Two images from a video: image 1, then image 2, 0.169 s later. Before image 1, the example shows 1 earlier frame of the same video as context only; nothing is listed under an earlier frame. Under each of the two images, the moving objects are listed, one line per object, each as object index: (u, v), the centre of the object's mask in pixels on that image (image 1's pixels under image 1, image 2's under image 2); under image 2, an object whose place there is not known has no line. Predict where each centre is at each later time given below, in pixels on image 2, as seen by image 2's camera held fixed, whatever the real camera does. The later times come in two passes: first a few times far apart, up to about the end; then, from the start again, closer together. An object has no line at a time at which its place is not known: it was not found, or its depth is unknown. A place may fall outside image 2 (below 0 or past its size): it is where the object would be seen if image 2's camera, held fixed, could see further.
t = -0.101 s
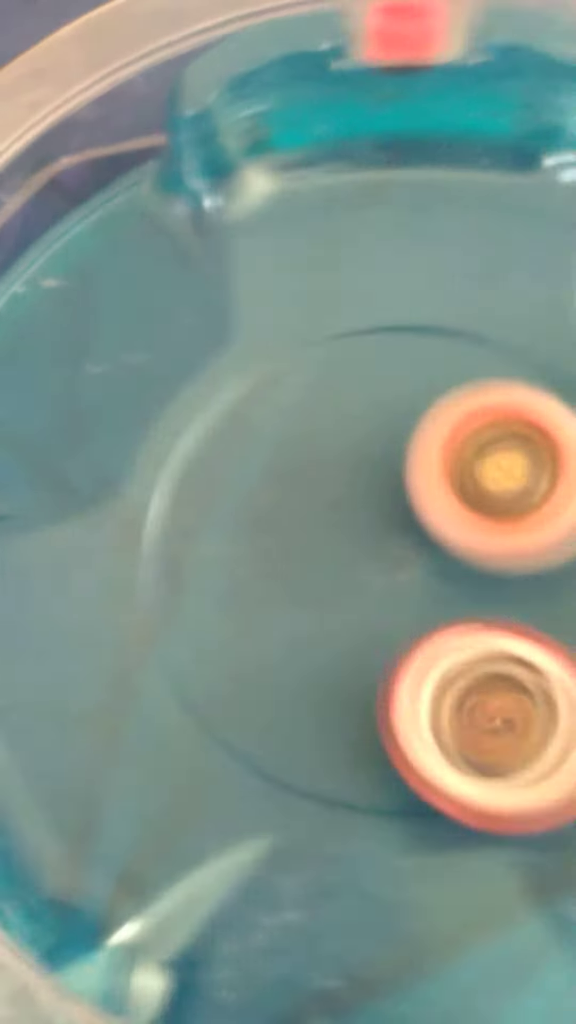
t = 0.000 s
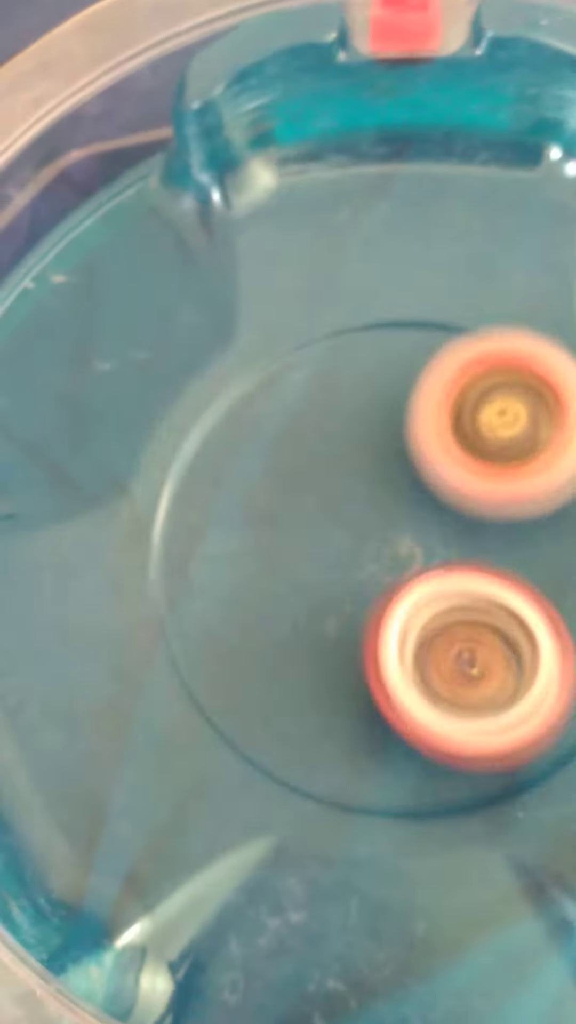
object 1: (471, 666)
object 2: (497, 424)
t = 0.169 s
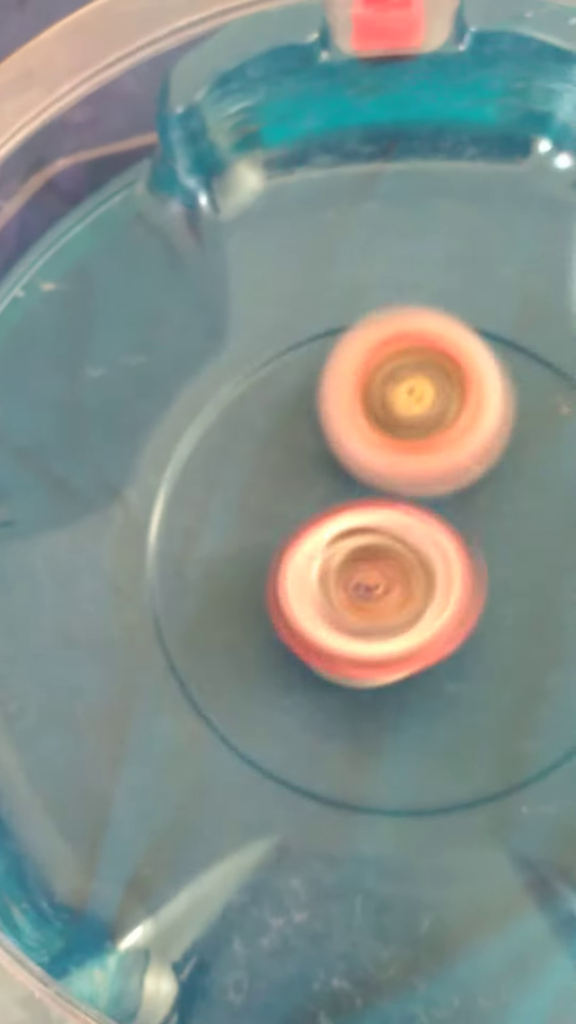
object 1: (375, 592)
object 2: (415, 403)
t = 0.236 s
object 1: (331, 612)
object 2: (388, 375)
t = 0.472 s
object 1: (281, 644)
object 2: (315, 463)
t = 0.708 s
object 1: (266, 708)
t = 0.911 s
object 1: (327, 602)
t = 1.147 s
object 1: (244, 542)
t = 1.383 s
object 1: (286, 539)
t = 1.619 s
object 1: (277, 491)
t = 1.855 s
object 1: (306, 489)
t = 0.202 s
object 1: (351, 602)
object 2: (402, 387)
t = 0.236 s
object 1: (331, 612)
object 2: (388, 375)
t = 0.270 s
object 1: (315, 622)
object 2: (374, 371)
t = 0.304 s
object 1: (304, 630)
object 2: (356, 372)
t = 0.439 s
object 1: (288, 637)
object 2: (308, 442)
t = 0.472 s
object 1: (281, 644)
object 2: (315, 463)
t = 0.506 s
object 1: (267, 672)
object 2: (330, 460)
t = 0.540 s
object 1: (258, 698)
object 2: (349, 453)
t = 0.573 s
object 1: (253, 713)
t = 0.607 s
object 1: (251, 719)
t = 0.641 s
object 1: (253, 720)
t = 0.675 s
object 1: (258, 716)
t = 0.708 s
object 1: (266, 708)
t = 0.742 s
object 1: (276, 698)
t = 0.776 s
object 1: (287, 683)
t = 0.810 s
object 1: (298, 665)
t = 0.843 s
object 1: (309, 646)
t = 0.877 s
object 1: (318, 625)
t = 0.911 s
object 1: (327, 602)
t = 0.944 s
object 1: (333, 582)
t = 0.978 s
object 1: (316, 568)
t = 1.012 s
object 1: (291, 561)
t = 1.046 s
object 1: (271, 556)
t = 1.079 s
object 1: (257, 550)
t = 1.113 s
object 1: (249, 545)
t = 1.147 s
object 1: (244, 542)
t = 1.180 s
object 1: (244, 540)
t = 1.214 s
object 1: (246, 539)
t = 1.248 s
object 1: (251, 538)
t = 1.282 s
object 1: (257, 538)
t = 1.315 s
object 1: (263, 538)
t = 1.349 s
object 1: (274, 539)
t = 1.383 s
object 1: (286, 539)
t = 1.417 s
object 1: (298, 541)
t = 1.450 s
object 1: (309, 543)
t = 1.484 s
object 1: (318, 542)
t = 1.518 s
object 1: (309, 529)
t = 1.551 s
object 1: (295, 513)
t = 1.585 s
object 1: (284, 501)
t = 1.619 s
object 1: (277, 491)
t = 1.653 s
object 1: (274, 484)
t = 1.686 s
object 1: (274, 480)
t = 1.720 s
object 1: (276, 478)
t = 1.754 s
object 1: (281, 478)
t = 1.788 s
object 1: (288, 479)
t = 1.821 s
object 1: (296, 483)
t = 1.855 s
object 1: (306, 489)
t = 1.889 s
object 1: (318, 498)
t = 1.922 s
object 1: (330, 506)
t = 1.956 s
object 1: (342, 512)
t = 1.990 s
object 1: (356, 505)
